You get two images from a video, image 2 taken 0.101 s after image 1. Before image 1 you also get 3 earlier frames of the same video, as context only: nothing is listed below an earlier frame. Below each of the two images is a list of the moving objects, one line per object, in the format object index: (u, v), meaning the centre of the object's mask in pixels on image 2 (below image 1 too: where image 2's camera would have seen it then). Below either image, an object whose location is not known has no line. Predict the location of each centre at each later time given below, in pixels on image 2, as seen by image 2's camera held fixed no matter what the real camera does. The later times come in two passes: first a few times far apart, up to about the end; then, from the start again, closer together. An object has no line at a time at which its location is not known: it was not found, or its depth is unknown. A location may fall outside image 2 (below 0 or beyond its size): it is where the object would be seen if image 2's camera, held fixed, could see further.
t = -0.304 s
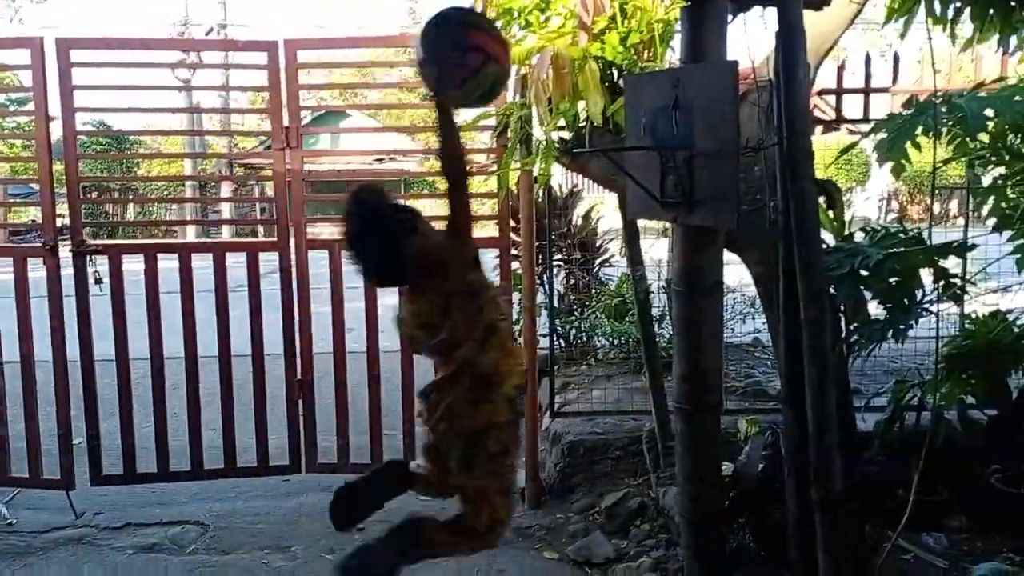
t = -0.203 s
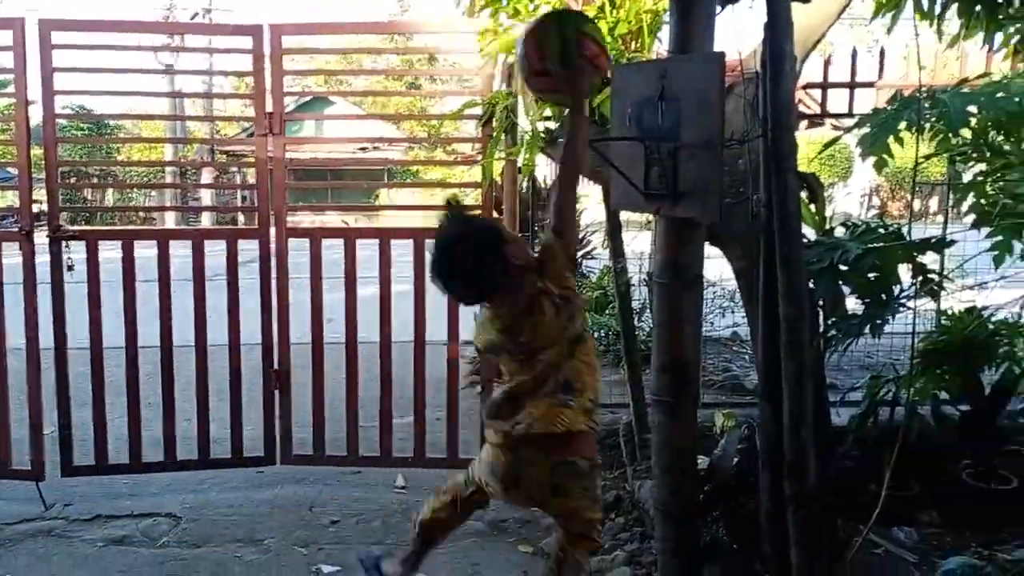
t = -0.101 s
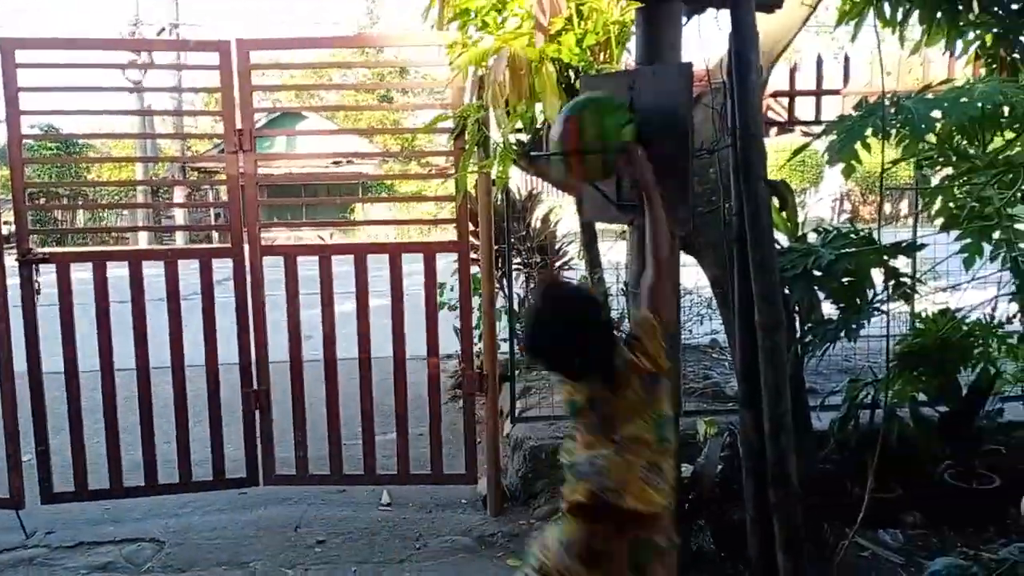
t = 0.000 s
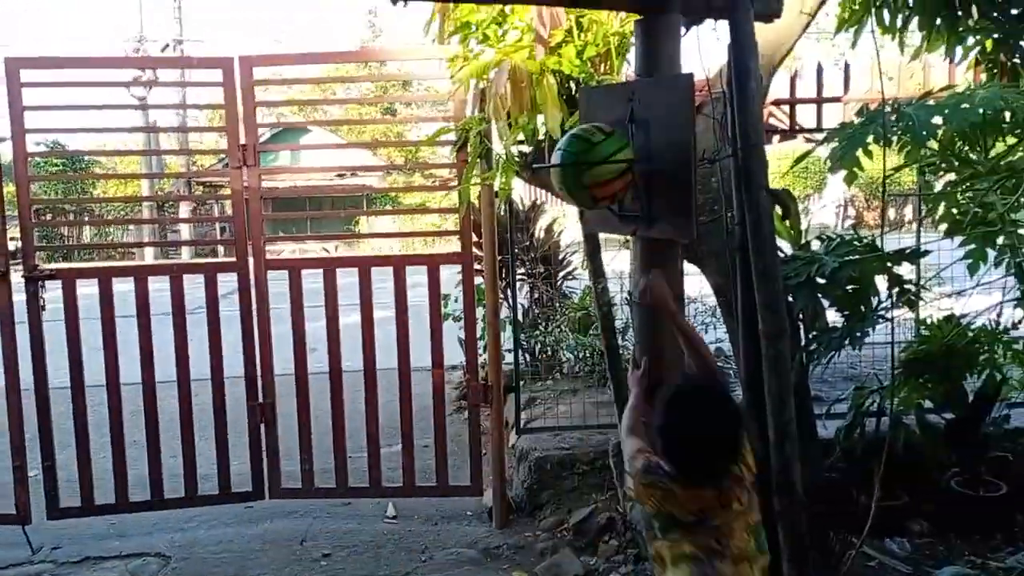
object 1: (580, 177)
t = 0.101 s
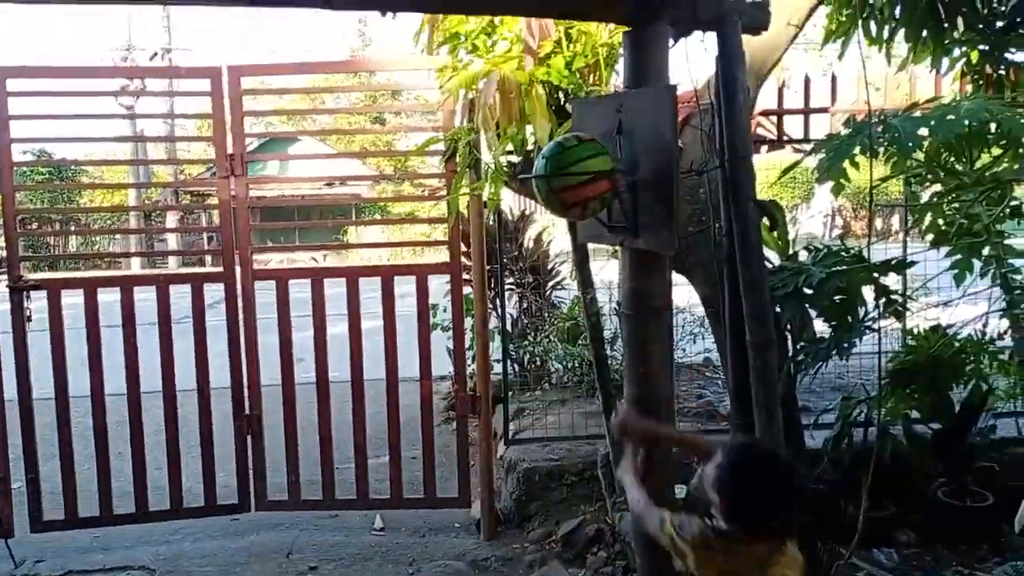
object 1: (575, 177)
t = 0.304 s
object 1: (567, 285)
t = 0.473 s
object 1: (563, 502)
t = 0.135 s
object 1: (573, 182)
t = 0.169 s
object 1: (572, 192)
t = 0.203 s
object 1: (572, 208)
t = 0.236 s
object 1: (571, 228)
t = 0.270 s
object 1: (568, 253)
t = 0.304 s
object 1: (567, 285)
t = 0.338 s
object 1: (565, 318)
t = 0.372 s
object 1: (566, 359)
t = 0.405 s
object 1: (564, 405)
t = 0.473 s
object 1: (563, 502)
